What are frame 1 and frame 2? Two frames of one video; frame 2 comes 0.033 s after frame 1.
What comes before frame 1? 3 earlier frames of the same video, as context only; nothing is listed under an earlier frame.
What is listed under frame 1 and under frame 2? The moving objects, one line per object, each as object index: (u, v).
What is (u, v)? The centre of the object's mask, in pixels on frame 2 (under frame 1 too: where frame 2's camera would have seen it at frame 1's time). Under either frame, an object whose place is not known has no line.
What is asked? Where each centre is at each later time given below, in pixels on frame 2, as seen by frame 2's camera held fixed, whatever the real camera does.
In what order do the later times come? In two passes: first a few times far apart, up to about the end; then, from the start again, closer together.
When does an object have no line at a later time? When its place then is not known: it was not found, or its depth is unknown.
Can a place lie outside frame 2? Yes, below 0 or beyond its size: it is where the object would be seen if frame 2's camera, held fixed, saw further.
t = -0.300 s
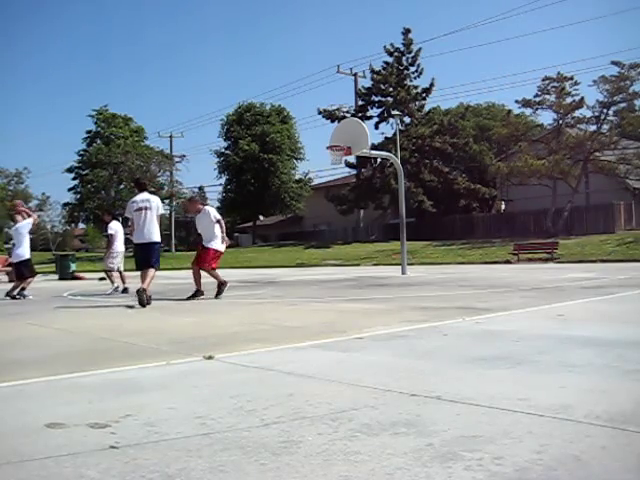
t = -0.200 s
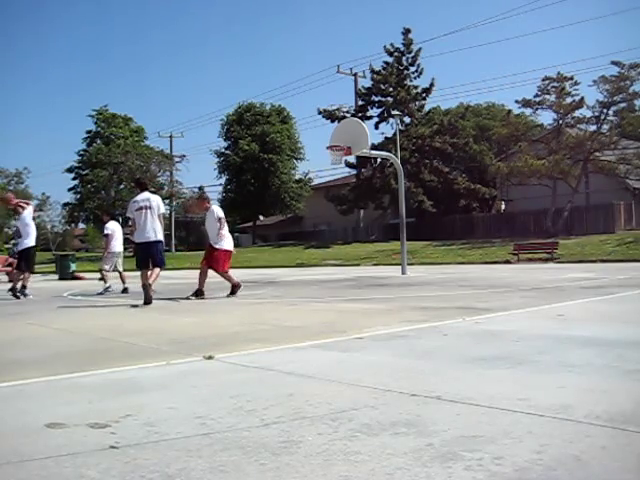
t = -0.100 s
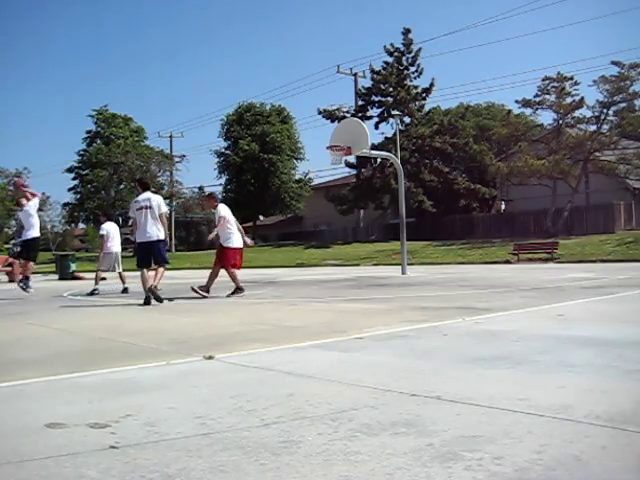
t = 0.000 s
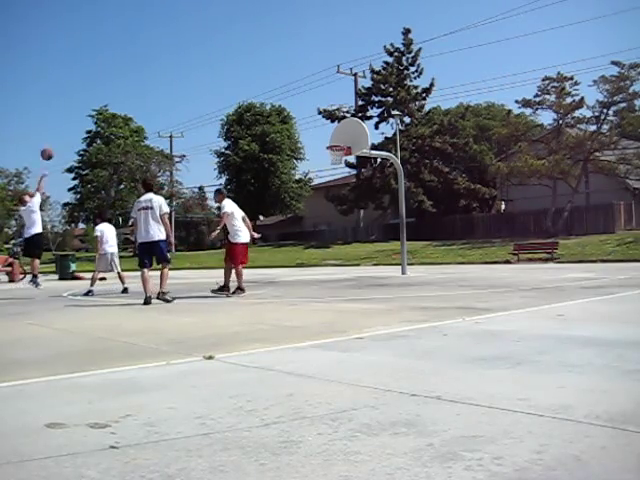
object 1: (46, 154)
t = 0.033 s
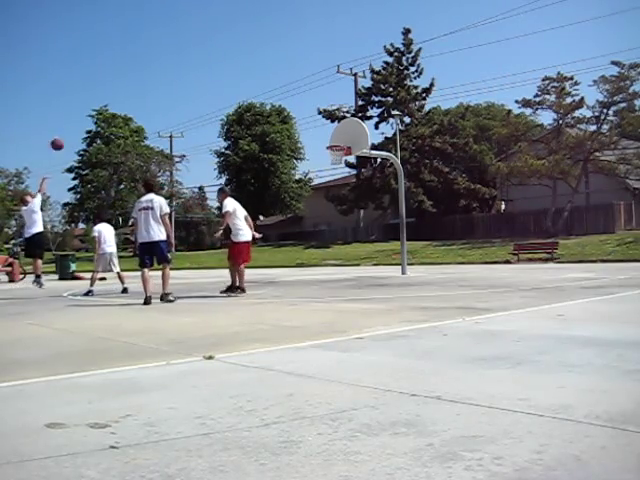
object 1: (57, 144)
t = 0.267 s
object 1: (125, 95)
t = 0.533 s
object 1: (196, 76)
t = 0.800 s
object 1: (258, 91)
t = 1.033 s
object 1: (307, 128)
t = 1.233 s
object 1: (302, 132)
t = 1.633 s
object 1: (231, 132)
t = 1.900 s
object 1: (185, 168)
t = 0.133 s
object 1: (87, 118)
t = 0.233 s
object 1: (116, 100)
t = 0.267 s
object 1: (125, 95)
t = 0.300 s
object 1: (135, 91)
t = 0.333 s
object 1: (144, 87)
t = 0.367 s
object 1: (153, 84)
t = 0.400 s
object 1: (162, 81)
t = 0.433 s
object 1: (171, 79)
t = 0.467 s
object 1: (179, 78)
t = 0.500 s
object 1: (187, 77)
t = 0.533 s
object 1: (196, 76)
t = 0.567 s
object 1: (204, 77)
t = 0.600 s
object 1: (212, 77)
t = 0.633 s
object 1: (220, 79)
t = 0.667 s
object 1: (228, 80)
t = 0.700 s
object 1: (236, 82)
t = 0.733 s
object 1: (243, 85)
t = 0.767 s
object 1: (250, 88)
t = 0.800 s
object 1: (258, 91)
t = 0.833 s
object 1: (265, 95)
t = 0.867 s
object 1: (273, 99)
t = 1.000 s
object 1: (301, 121)
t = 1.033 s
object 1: (307, 128)
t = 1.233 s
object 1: (302, 132)
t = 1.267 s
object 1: (297, 130)
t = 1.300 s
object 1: (292, 128)
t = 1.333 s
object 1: (285, 125)
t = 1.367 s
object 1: (279, 123)
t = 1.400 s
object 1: (273, 122)
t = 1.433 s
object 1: (267, 123)
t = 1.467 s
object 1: (261, 123)
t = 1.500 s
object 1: (254, 123)
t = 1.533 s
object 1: (249, 124)
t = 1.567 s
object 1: (243, 126)
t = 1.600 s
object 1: (236, 130)
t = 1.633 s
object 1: (231, 132)
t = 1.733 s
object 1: (213, 142)
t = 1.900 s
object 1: (185, 168)
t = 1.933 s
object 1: (179, 174)
